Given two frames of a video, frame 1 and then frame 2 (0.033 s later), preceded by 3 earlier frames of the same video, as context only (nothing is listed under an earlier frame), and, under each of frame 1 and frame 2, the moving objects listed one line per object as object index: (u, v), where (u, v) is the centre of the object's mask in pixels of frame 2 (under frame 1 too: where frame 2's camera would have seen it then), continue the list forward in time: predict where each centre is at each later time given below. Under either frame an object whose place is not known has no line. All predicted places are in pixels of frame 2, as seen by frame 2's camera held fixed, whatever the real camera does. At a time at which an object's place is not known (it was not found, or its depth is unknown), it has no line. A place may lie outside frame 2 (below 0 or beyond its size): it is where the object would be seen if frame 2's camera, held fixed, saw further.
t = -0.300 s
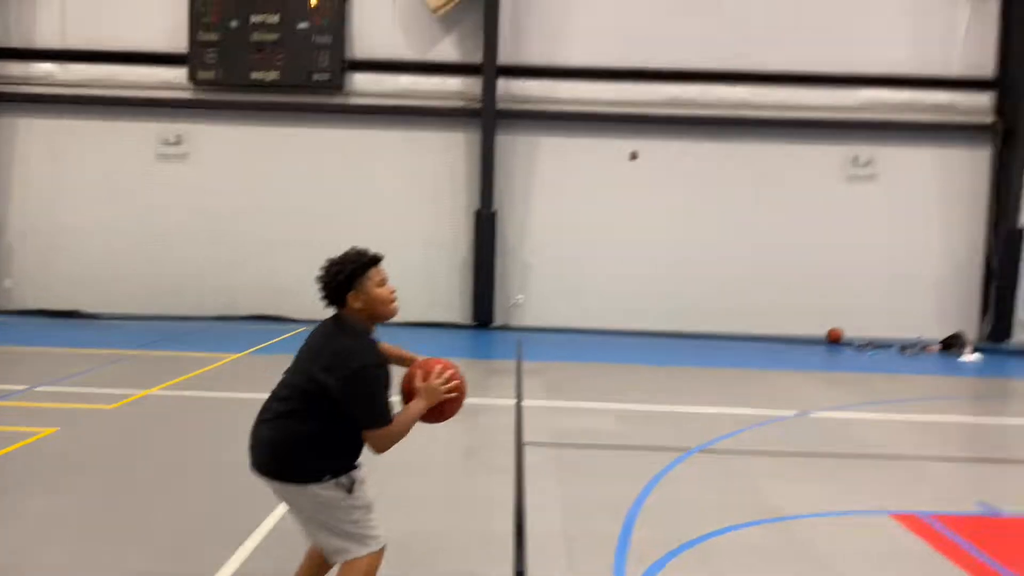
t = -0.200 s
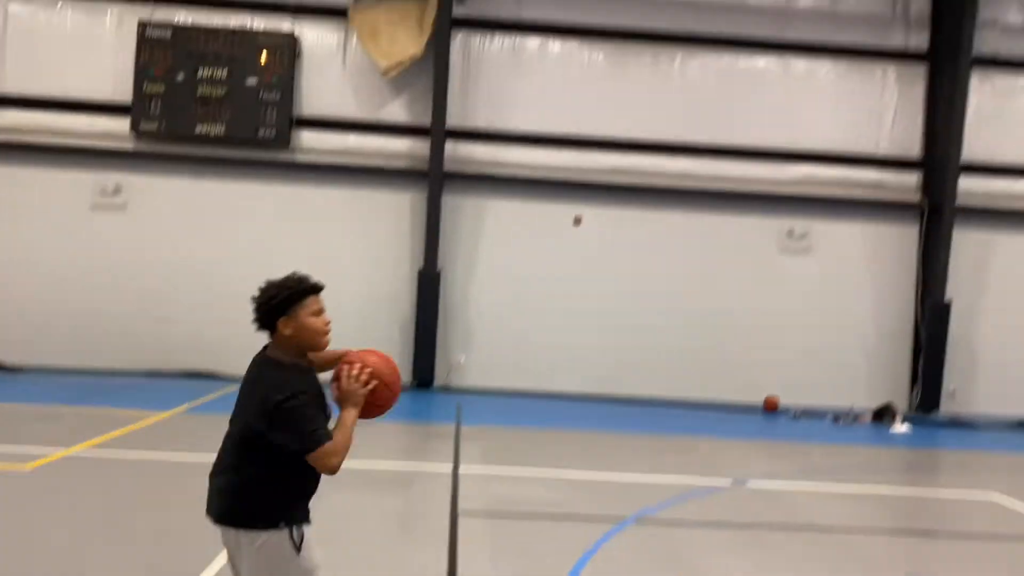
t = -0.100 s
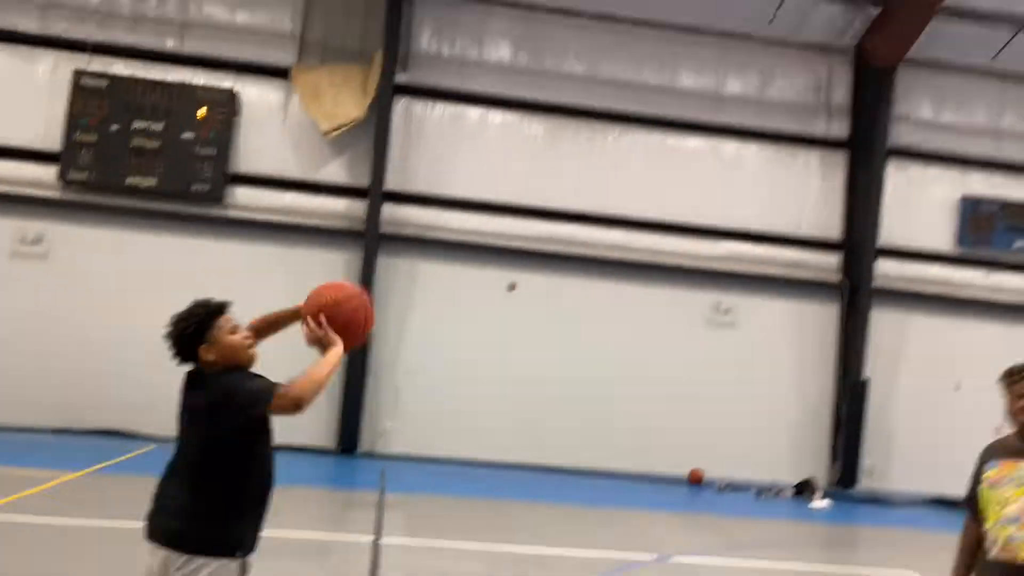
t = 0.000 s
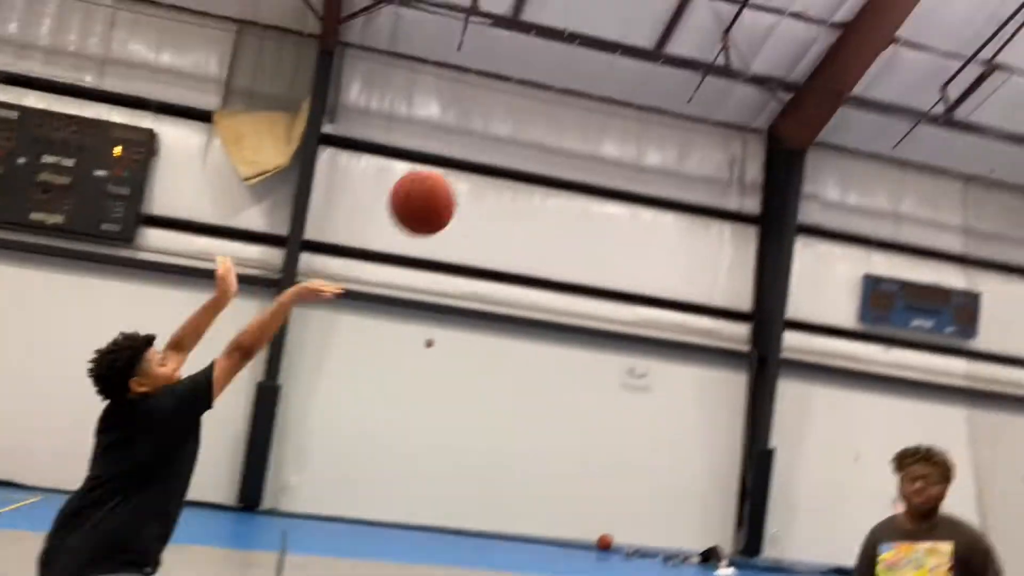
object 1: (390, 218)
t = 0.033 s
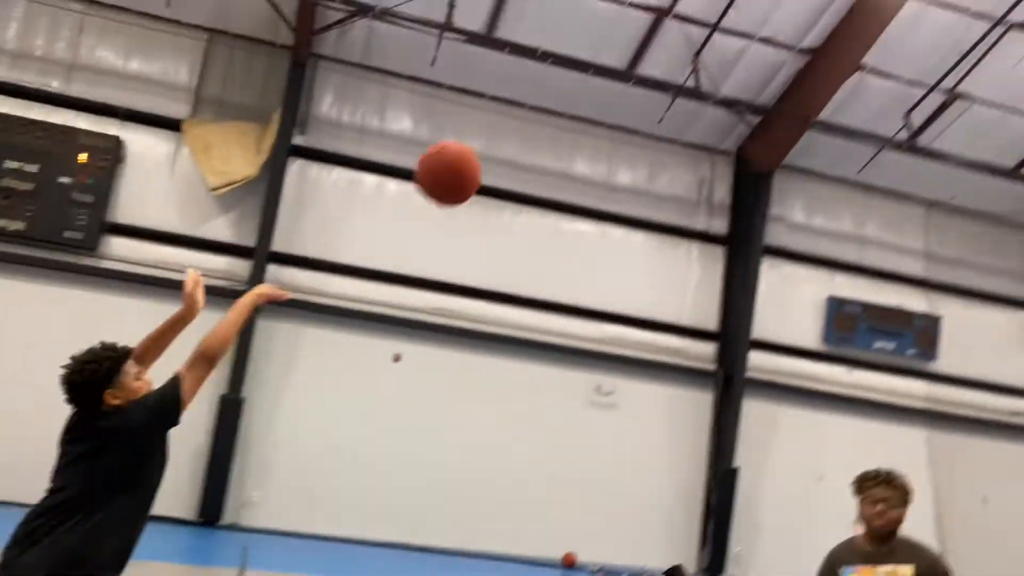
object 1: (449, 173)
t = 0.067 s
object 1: (503, 133)
